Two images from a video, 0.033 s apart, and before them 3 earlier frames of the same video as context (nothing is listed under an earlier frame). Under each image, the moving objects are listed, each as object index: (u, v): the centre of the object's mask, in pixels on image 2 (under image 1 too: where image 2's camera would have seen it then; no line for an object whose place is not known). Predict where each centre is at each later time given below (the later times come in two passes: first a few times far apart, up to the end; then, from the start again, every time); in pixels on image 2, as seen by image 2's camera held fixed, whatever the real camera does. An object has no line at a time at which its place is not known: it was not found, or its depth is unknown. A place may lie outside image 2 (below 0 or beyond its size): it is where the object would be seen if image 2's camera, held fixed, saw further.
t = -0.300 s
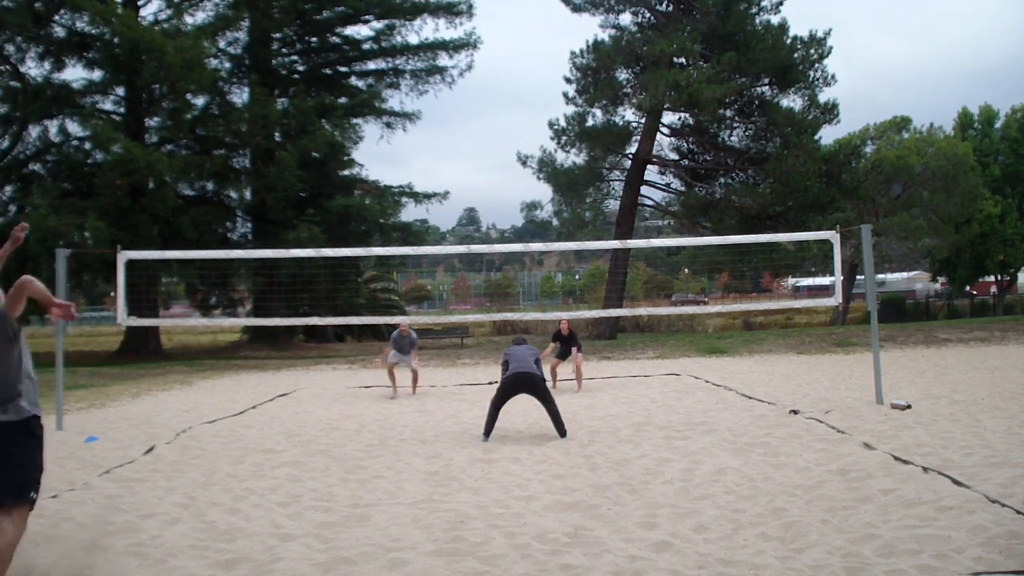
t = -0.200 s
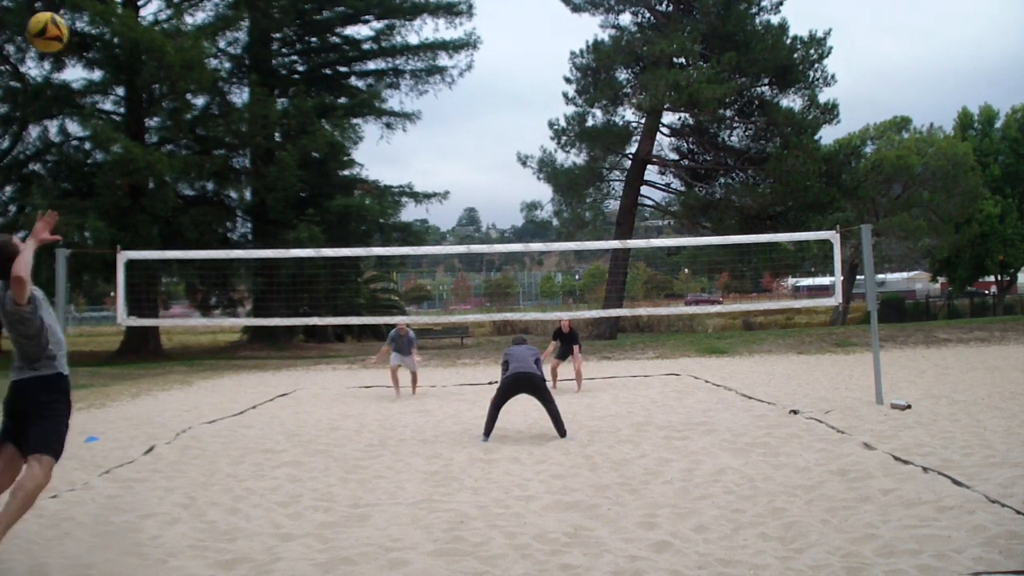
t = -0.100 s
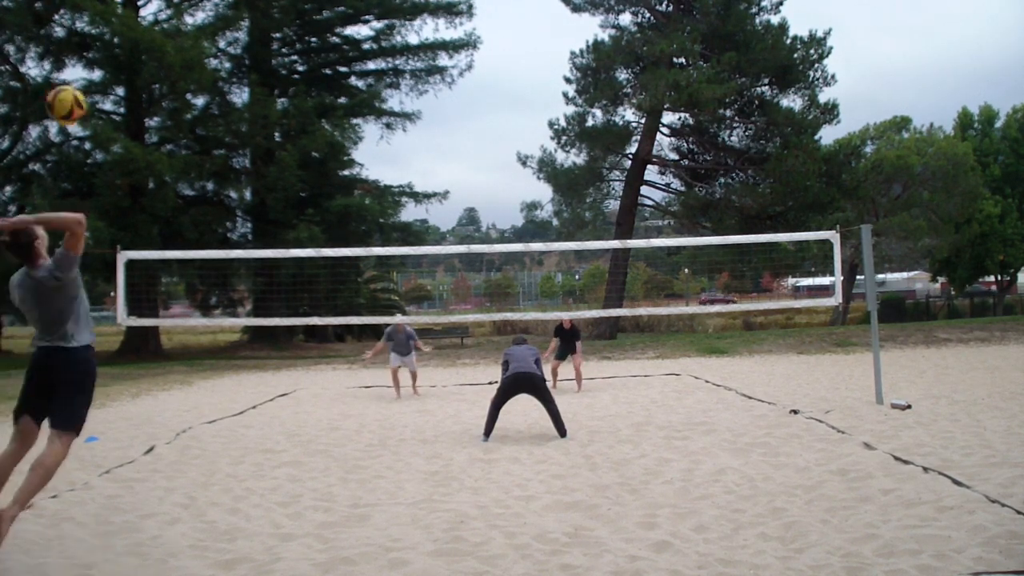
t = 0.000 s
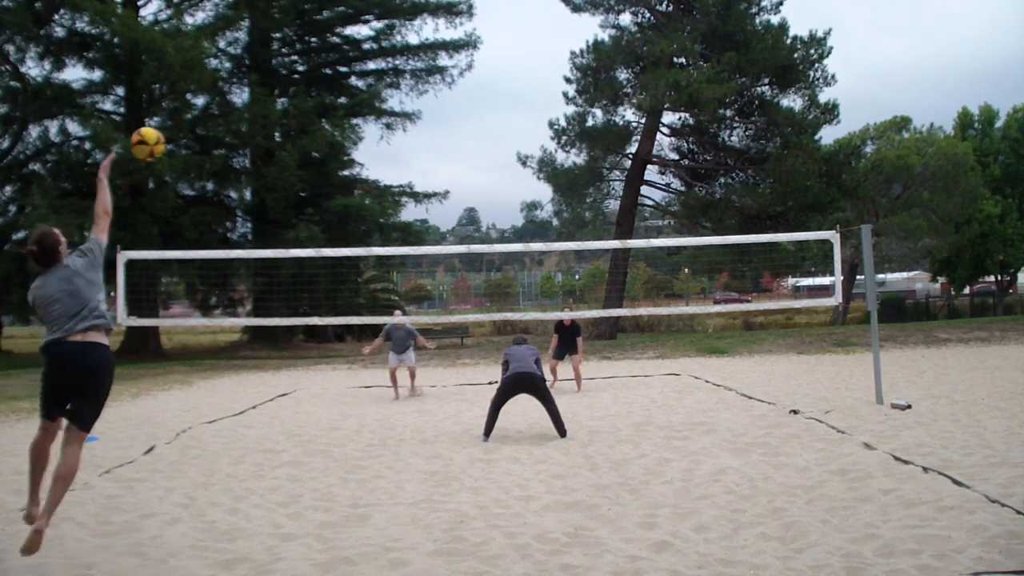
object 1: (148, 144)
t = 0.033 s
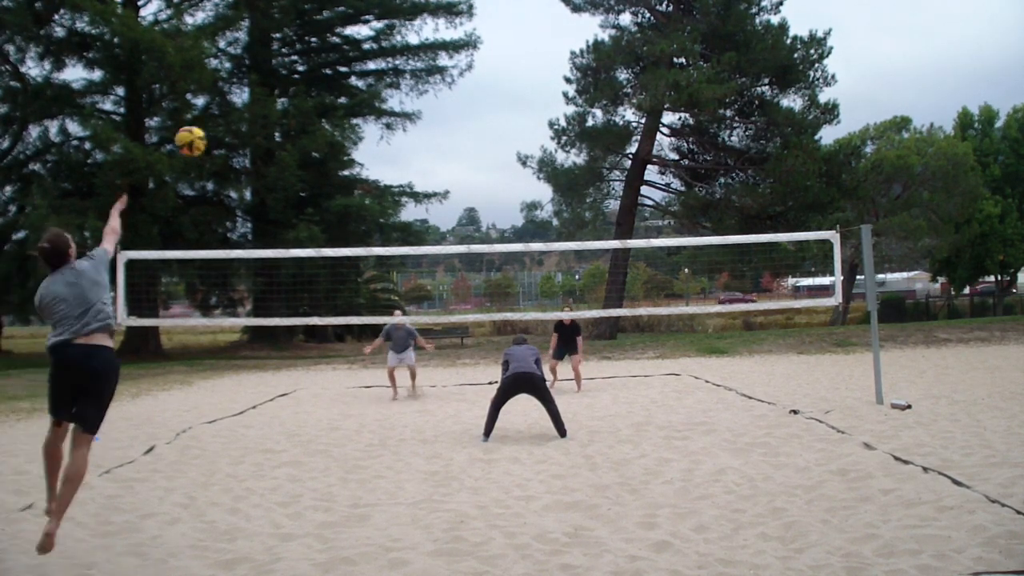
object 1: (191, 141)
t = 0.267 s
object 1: (351, 176)
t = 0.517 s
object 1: (414, 258)
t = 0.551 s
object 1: (419, 265)
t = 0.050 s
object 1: (209, 141)
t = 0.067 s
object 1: (226, 142)
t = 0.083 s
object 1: (241, 144)
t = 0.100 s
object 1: (256, 145)
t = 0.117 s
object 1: (269, 148)
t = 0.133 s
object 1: (281, 150)
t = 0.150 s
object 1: (293, 153)
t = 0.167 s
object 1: (303, 155)
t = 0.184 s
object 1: (313, 158)
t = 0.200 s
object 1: (321, 161)
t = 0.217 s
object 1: (330, 165)
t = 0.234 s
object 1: (338, 168)
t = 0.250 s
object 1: (344, 172)
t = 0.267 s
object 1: (351, 176)
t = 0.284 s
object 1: (357, 182)
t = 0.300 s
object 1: (362, 186)
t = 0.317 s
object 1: (368, 190)
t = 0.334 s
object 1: (373, 195)
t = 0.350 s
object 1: (378, 199)
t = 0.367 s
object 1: (383, 205)
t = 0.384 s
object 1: (386, 210)
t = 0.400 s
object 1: (389, 215)
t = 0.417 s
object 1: (394, 221)
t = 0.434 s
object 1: (398, 226)
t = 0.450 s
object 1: (401, 231)
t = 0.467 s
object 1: (405, 236)
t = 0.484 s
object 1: (408, 241)
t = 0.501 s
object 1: (410, 244)
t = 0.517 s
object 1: (414, 258)
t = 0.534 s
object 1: (416, 260)
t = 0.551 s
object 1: (419, 265)
